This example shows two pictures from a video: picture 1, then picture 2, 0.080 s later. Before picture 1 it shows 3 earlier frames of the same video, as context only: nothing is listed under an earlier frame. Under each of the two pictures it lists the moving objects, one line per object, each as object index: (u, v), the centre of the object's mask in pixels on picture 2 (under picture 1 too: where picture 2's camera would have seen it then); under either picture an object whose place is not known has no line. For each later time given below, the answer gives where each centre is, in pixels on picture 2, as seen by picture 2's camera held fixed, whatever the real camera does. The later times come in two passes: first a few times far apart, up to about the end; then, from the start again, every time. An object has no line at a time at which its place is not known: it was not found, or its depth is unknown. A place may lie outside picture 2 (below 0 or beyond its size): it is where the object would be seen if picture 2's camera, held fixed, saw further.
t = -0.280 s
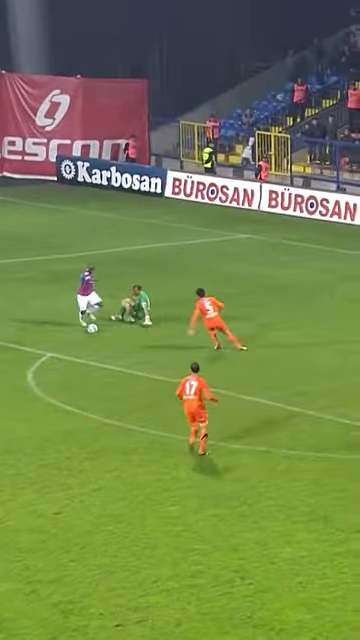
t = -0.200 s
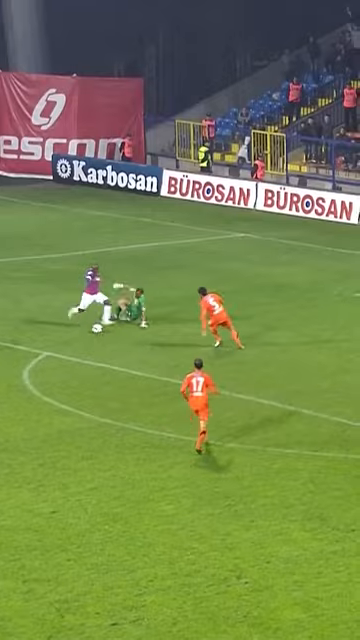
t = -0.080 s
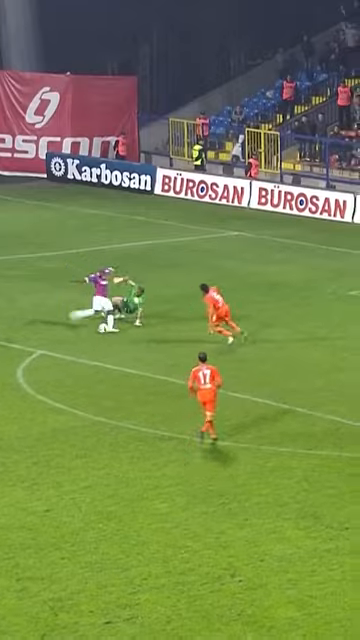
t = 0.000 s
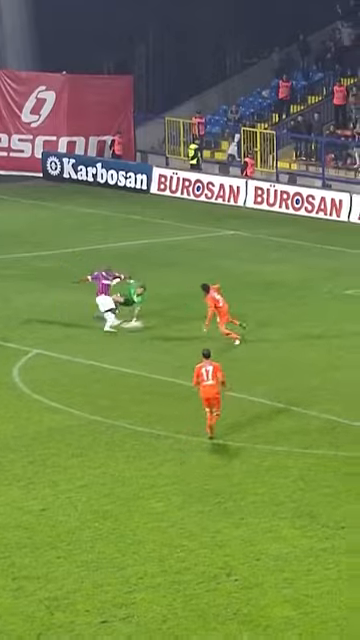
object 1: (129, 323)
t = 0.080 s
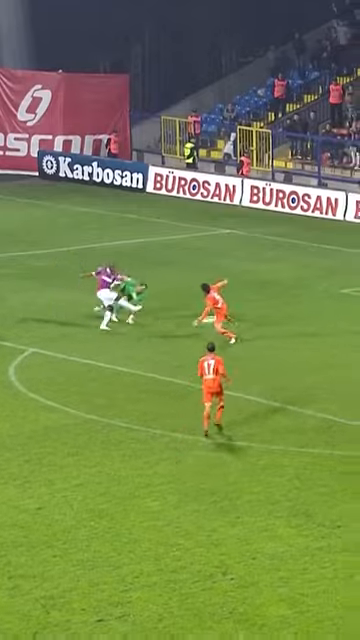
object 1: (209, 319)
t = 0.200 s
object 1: (322, 320)
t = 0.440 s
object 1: (512, 307)
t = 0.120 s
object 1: (247, 319)
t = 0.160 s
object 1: (284, 320)
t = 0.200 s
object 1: (322, 320)
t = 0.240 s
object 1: (354, 315)
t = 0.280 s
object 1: (388, 312)
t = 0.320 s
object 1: (419, 309)
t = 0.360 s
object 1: (451, 307)
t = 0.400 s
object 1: (482, 306)
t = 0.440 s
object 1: (512, 307)
